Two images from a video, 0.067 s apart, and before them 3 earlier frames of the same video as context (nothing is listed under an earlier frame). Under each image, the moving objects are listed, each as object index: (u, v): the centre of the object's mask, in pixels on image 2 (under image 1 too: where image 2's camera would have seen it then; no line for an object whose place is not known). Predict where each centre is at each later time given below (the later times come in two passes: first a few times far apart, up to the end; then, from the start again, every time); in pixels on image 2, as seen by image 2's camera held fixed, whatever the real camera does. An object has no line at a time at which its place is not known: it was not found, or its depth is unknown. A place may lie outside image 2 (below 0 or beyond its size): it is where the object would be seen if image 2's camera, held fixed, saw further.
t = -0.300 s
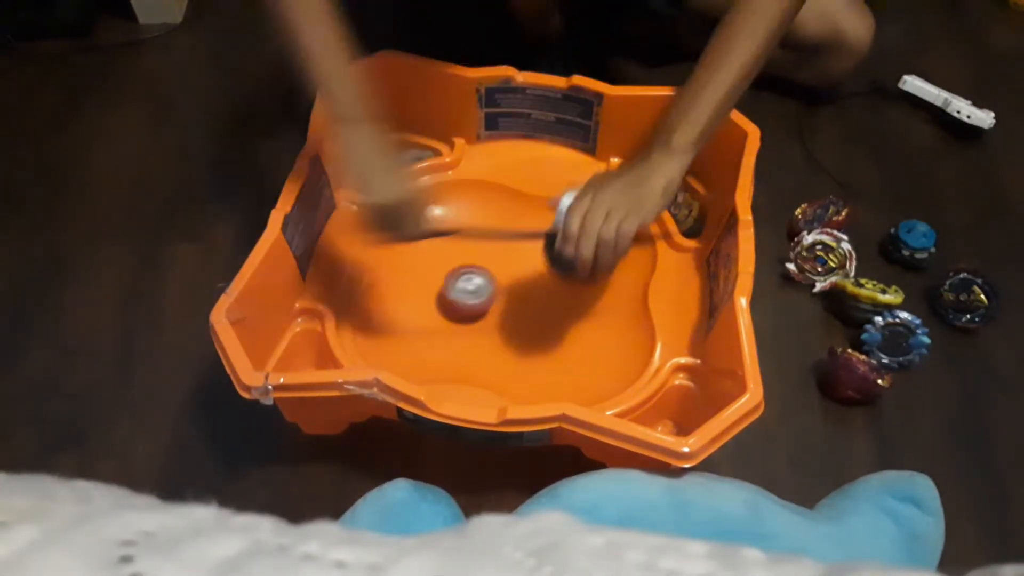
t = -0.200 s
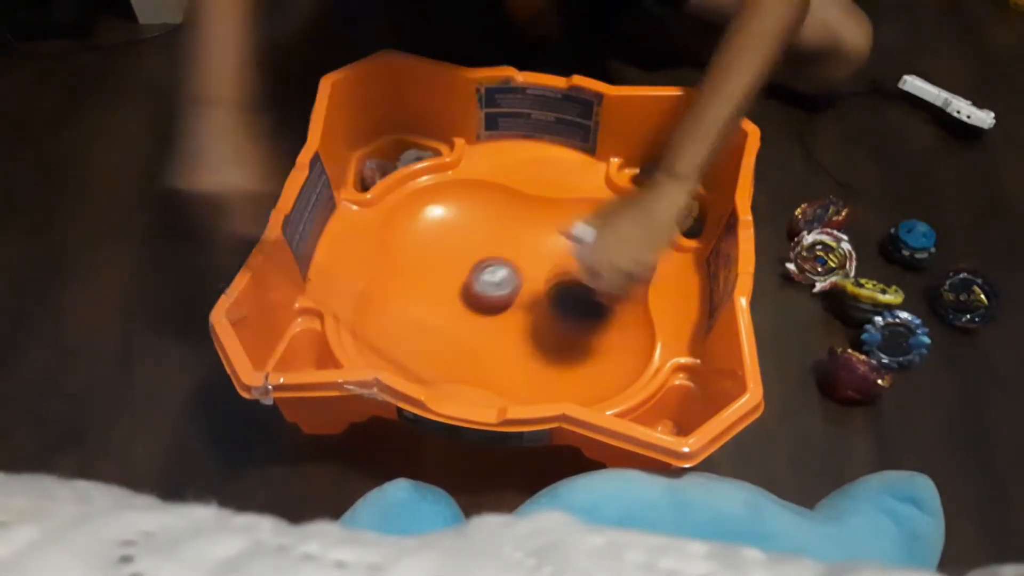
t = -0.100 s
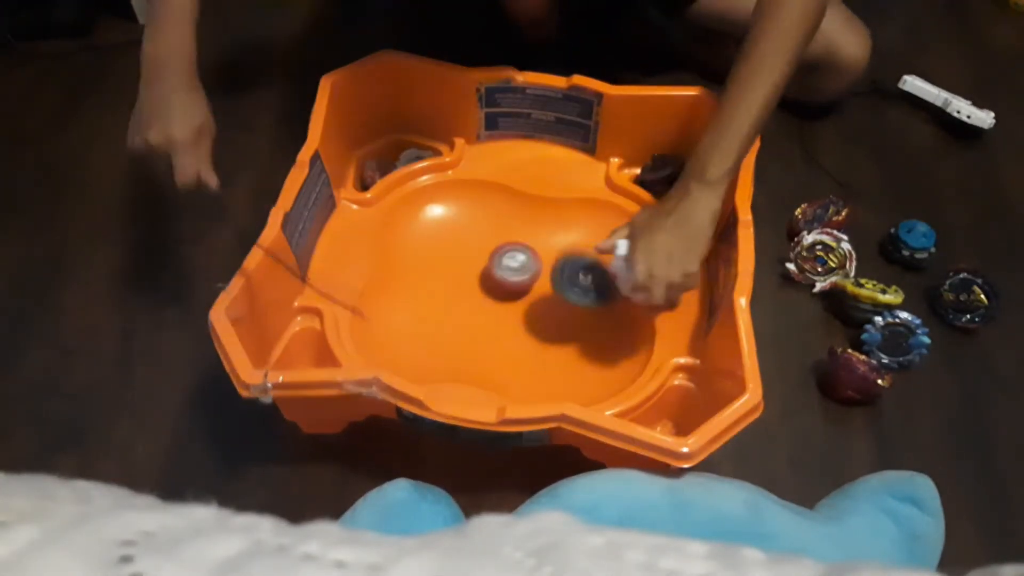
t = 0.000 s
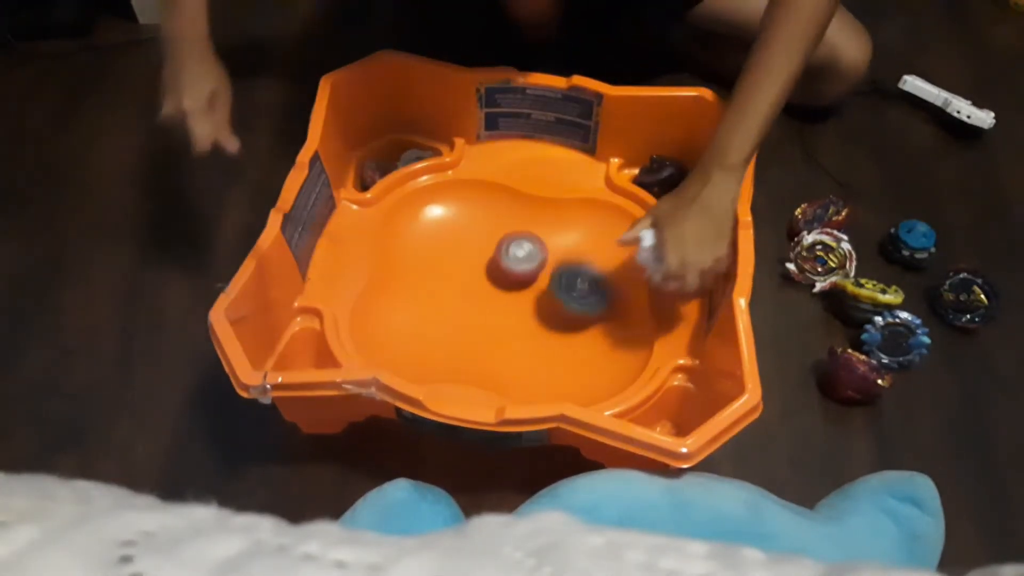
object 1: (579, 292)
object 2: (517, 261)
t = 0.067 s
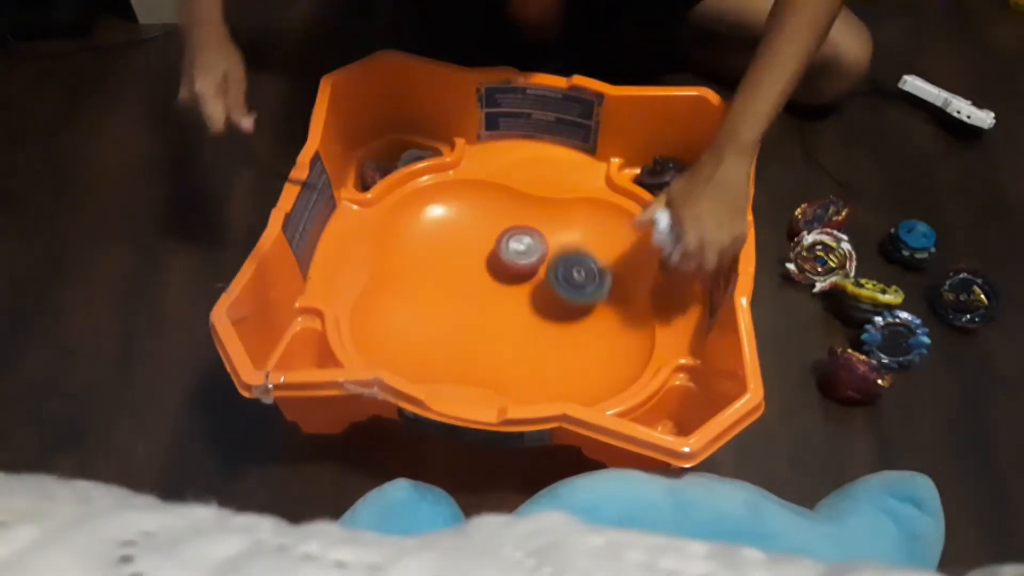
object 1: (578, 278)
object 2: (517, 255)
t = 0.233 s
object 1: (562, 270)
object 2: (494, 244)
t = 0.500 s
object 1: (572, 235)
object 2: (488, 288)
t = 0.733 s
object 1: (547, 262)
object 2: (559, 318)
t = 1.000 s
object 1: (593, 263)
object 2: (583, 319)
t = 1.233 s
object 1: (580, 254)
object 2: (550, 343)
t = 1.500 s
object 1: (535, 291)
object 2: (572, 354)
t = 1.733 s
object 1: (462, 272)
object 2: (580, 377)
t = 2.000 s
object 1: (412, 278)
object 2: (541, 337)
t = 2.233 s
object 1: (418, 307)
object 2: (500, 331)
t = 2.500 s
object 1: (465, 293)
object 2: (567, 324)
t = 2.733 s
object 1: (497, 270)
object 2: (602, 283)
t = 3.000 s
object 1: (499, 239)
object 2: (582, 241)
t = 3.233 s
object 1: (479, 248)
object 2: (522, 287)
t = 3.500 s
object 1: (488, 279)
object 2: (480, 353)
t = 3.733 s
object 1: (520, 295)
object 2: (471, 342)
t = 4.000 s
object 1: (556, 281)
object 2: (437, 301)
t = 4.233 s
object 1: (549, 268)
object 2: (448, 275)
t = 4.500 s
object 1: (542, 311)
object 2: (459, 211)
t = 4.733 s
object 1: (545, 342)
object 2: (465, 233)
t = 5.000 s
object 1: (526, 353)
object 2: (484, 289)
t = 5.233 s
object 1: (514, 338)
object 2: (486, 284)
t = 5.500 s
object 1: (518, 310)
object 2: (488, 261)
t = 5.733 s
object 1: (533, 300)
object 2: (508, 244)
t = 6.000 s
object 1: (550, 316)
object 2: (523, 251)
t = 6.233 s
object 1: (539, 329)
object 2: (549, 278)
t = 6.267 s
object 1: (535, 330)
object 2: (553, 278)
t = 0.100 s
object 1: (574, 277)
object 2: (516, 252)
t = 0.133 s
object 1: (569, 280)
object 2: (512, 249)
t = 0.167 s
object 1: (566, 275)
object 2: (506, 247)
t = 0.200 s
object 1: (563, 273)
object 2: (500, 245)
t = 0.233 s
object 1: (562, 270)
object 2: (494, 244)
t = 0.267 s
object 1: (562, 267)
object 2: (487, 244)
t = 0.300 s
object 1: (563, 263)
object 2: (482, 246)
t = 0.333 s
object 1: (564, 258)
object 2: (478, 249)
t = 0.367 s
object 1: (567, 254)
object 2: (475, 255)
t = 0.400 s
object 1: (570, 249)
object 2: (475, 262)
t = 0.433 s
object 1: (572, 243)
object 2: (478, 270)
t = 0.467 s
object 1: (573, 238)
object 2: (482, 280)
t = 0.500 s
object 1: (572, 235)
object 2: (488, 288)
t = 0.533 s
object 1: (567, 234)
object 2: (496, 296)
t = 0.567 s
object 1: (560, 236)
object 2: (504, 304)
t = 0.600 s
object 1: (551, 241)
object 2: (515, 310)
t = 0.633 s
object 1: (546, 245)
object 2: (526, 315)
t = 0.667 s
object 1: (543, 251)
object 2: (538, 318)
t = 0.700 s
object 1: (544, 257)
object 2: (549, 319)
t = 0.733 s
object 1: (547, 262)
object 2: (559, 318)
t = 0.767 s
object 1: (552, 264)
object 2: (567, 319)
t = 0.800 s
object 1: (557, 266)
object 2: (574, 324)
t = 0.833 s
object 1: (562, 267)
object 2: (581, 326)
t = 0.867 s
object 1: (569, 268)
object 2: (586, 327)
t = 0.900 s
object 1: (575, 267)
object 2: (589, 326)
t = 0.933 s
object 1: (581, 267)
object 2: (589, 323)
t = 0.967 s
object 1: (587, 265)
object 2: (586, 321)
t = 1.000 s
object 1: (593, 263)
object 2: (583, 319)
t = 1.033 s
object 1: (598, 261)
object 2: (579, 319)
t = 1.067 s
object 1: (599, 259)
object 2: (573, 320)
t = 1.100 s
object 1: (600, 256)
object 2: (567, 323)
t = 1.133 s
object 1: (598, 253)
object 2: (562, 327)
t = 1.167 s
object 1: (593, 252)
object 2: (557, 332)
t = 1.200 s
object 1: (587, 252)
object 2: (553, 338)
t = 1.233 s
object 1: (580, 254)
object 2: (550, 343)
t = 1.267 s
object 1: (573, 257)
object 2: (549, 349)
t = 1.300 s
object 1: (567, 262)
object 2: (549, 355)
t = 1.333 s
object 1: (561, 267)
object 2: (551, 360)
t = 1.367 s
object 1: (556, 271)
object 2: (556, 364)
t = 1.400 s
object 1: (550, 276)
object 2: (562, 365)
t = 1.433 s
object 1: (544, 281)
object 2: (568, 364)
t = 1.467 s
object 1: (539, 286)
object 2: (572, 360)
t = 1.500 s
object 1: (535, 291)
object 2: (572, 354)
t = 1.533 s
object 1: (530, 296)
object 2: (569, 348)
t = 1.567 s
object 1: (525, 301)
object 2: (564, 344)
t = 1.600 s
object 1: (513, 295)
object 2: (566, 355)
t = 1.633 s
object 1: (498, 286)
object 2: (569, 370)
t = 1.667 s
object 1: (486, 280)
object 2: (573, 376)
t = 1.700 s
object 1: (474, 275)
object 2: (577, 378)
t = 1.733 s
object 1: (462, 272)
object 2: (580, 377)
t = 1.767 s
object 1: (451, 270)
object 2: (582, 374)
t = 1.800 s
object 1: (441, 268)
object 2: (583, 368)
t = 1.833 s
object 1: (432, 267)
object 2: (584, 360)
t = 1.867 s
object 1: (425, 266)
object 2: (580, 354)
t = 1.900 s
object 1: (420, 267)
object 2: (574, 348)
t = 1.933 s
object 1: (416, 270)
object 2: (564, 343)
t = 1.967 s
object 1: (413, 273)
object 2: (552, 340)
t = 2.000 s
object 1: (412, 278)
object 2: (541, 337)
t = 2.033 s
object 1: (412, 284)
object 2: (529, 334)
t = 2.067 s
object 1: (412, 290)
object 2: (519, 332)
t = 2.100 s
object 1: (413, 296)
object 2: (508, 330)
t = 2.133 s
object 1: (415, 301)
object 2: (498, 328)
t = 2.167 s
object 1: (418, 306)
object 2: (487, 325)
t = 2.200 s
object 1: (419, 307)
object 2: (487, 325)
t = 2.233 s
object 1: (418, 307)
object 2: (500, 331)
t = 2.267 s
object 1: (421, 307)
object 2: (510, 335)
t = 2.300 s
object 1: (425, 306)
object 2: (520, 338)
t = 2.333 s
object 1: (430, 305)
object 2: (530, 340)
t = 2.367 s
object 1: (436, 303)
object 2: (540, 341)
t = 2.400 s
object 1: (442, 301)
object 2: (549, 340)
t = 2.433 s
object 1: (449, 299)
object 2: (557, 336)
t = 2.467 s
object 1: (457, 296)
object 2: (563, 331)
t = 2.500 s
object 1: (465, 293)
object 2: (567, 324)
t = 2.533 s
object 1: (471, 292)
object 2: (568, 317)
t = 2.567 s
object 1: (478, 289)
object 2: (568, 309)
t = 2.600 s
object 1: (486, 287)
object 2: (567, 301)
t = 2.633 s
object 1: (494, 285)
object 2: (565, 294)
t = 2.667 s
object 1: (499, 282)
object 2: (566, 288)
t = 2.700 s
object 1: (498, 275)
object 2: (584, 287)
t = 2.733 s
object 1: (497, 270)
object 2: (602, 283)
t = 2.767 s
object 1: (499, 264)
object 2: (616, 277)
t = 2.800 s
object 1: (500, 259)
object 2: (623, 269)
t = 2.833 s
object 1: (501, 255)
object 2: (625, 261)
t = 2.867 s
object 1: (502, 252)
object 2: (622, 253)
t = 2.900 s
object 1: (502, 248)
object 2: (613, 245)
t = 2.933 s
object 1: (502, 244)
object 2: (603, 241)
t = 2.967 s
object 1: (501, 241)
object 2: (594, 238)
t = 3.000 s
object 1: (499, 239)
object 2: (582, 241)
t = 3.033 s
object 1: (496, 236)
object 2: (572, 245)
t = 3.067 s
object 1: (493, 234)
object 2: (562, 252)
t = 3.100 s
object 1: (489, 233)
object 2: (554, 259)
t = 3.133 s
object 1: (484, 235)
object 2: (546, 266)
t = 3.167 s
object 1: (481, 239)
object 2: (538, 273)
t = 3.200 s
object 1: (479, 243)
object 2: (530, 280)
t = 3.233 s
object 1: (479, 248)
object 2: (522, 287)
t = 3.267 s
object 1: (479, 253)
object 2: (514, 294)
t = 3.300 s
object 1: (479, 255)
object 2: (507, 310)
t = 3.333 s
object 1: (479, 257)
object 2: (500, 323)
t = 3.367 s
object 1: (479, 262)
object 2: (492, 335)
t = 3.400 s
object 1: (480, 267)
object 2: (486, 344)
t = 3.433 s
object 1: (482, 271)
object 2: (482, 349)
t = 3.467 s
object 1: (485, 275)
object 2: (480, 352)
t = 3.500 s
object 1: (488, 279)
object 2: (480, 353)
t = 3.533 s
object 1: (491, 282)
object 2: (481, 353)
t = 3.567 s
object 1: (495, 286)
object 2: (483, 352)
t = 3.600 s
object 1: (499, 290)
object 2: (484, 351)
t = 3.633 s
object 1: (504, 292)
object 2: (485, 348)
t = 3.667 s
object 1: (509, 294)
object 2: (487, 341)
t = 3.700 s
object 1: (515, 296)
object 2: (477, 344)
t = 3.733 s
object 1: (520, 295)
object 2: (471, 342)
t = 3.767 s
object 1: (525, 295)
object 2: (465, 337)
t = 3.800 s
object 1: (530, 293)
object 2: (459, 332)
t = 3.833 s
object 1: (536, 292)
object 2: (454, 326)
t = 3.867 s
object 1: (541, 290)
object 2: (448, 320)
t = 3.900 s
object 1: (546, 288)
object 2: (444, 314)
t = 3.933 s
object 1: (549, 286)
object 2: (440, 309)
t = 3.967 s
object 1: (553, 284)
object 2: (438, 305)
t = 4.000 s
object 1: (556, 281)
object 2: (437, 301)
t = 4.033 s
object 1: (558, 278)
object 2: (436, 297)
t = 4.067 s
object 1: (559, 275)
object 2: (435, 295)
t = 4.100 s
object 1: (560, 273)
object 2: (436, 291)
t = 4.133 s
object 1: (559, 270)
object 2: (437, 287)
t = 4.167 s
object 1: (556, 269)
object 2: (440, 283)
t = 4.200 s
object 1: (553, 268)
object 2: (443, 279)
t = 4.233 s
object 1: (549, 268)
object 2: (448, 275)
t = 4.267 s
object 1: (544, 269)
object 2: (453, 272)
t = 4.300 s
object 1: (539, 271)
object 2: (458, 269)
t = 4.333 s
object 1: (535, 273)
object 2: (463, 266)
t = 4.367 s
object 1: (531, 276)
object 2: (469, 264)
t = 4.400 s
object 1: (530, 282)
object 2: (472, 256)
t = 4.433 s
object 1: (533, 293)
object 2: (465, 238)
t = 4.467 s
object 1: (537, 304)
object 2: (460, 224)
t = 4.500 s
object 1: (542, 311)
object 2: (459, 211)
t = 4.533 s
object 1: (545, 318)
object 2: (458, 205)
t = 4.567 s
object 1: (547, 323)
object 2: (457, 204)
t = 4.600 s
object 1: (548, 328)
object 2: (456, 206)
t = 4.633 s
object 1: (547, 332)
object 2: (457, 211)
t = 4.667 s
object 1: (547, 336)
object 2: (459, 218)
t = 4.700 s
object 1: (546, 339)
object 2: (461, 225)
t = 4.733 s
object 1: (545, 342)
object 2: (465, 233)
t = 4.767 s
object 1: (543, 345)
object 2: (468, 241)
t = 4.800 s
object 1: (542, 348)
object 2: (471, 248)
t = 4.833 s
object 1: (540, 350)
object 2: (473, 256)
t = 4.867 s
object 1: (537, 351)
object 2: (476, 263)
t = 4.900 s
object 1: (535, 352)
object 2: (478, 270)
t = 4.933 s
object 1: (532, 353)
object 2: (481, 277)
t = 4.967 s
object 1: (529, 353)
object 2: (482, 283)
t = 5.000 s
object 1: (526, 353)
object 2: (484, 289)
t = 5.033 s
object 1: (522, 352)
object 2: (485, 293)
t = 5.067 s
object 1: (520, 350)
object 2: (486, 298)
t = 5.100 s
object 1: (518, 348)
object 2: (486, 302)
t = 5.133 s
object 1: (517, 345)
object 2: (486, 303)
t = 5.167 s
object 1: (515, 343)
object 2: (486, 295)
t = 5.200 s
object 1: (515, 340)
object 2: (485, 290)
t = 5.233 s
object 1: (514, 338)
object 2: (486, 284)
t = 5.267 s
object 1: (513, 334)
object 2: (485, 280)
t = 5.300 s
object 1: (512, 331)
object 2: (485, 276)
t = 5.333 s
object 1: (513, 328)
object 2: (485, 273)
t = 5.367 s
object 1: (512, 324)
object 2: (485, 269)
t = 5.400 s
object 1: (513, 320)
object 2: (485, 266)
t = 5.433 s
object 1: (514, 317)
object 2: (486, 264)
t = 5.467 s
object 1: (516, 314)
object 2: (487, 262)
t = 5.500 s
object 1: (518, 310)
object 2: (488, 261)
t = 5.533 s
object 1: (520, 307)
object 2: (488, 261)
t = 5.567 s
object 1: (522, 303)
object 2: (489, 261)
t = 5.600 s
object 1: (524, 300)
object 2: (489, 261)
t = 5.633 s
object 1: (529, 295)
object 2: (490, 262)
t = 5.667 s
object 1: (529, 297)
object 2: (493, 259)
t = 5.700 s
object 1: (531, 299)
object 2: (501, 252)
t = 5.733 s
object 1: (533, 300)
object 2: (508, 244)
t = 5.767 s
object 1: (535, 301)
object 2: (515, 237)
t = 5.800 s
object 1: (539, 303)
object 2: (522, 231)
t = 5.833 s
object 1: (542, 304)
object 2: (526, 226)
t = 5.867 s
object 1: (544, 306)
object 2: (529, 225)
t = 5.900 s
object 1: (547, 308)
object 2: (530, 228)
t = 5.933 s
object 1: (548, 311)
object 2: (528, 235)
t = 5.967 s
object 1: (549, 313)
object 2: (525, 243)
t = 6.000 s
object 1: (550, 316)
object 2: (523, 251)
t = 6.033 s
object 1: (549, 317)
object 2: (523, 259)
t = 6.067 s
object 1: (549, 320)
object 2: (525, 266)
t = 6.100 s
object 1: (548, 322)
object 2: (528, 272)
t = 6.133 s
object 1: (546, 325)
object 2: (533, 276)
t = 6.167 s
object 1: (544, 326)
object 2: (539, 278)
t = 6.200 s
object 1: (541, 328)
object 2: (544, 278)
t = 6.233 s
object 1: (539, 329)
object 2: (549, 278)
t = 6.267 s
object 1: (535, 330)
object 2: (553, 278)
